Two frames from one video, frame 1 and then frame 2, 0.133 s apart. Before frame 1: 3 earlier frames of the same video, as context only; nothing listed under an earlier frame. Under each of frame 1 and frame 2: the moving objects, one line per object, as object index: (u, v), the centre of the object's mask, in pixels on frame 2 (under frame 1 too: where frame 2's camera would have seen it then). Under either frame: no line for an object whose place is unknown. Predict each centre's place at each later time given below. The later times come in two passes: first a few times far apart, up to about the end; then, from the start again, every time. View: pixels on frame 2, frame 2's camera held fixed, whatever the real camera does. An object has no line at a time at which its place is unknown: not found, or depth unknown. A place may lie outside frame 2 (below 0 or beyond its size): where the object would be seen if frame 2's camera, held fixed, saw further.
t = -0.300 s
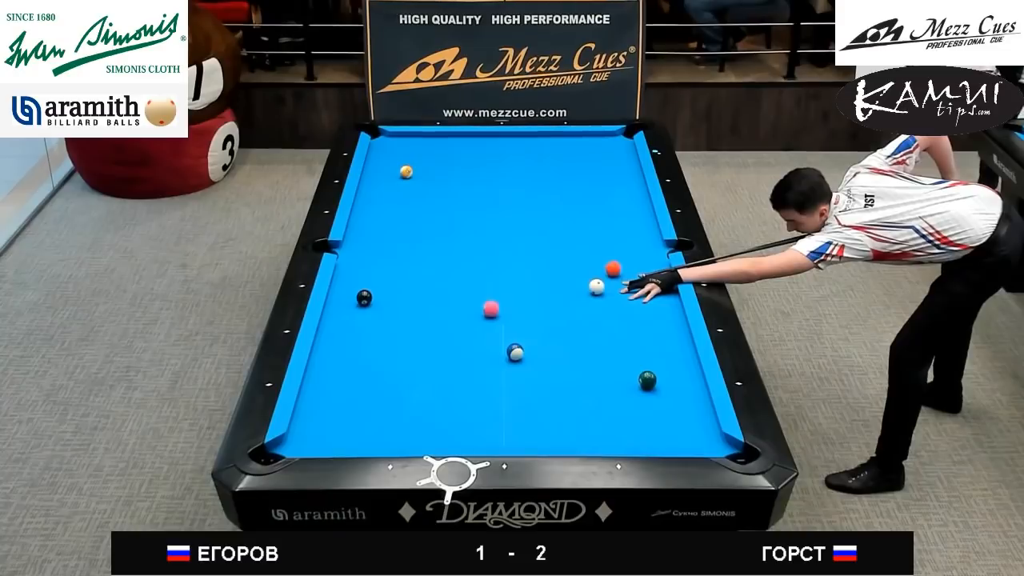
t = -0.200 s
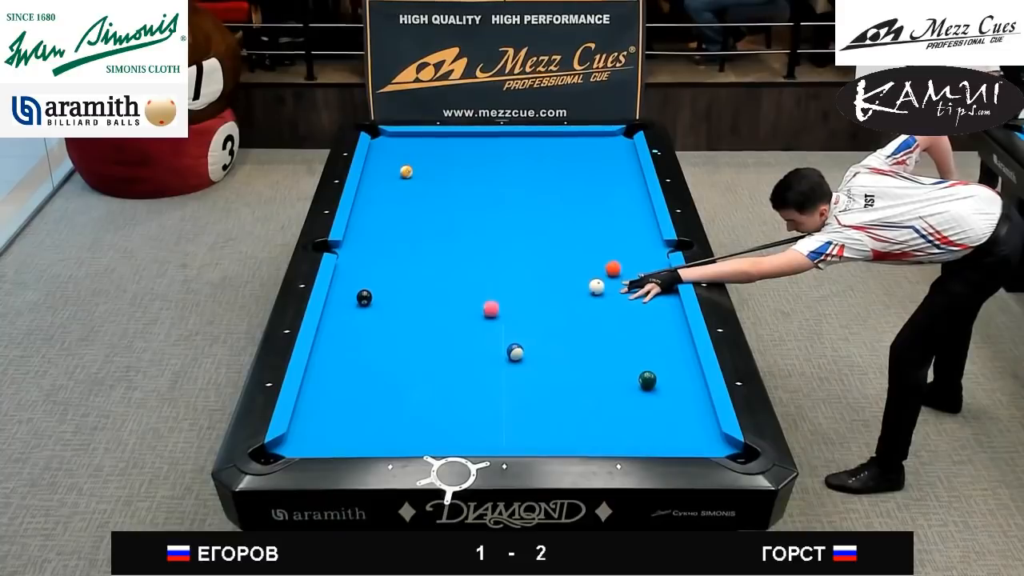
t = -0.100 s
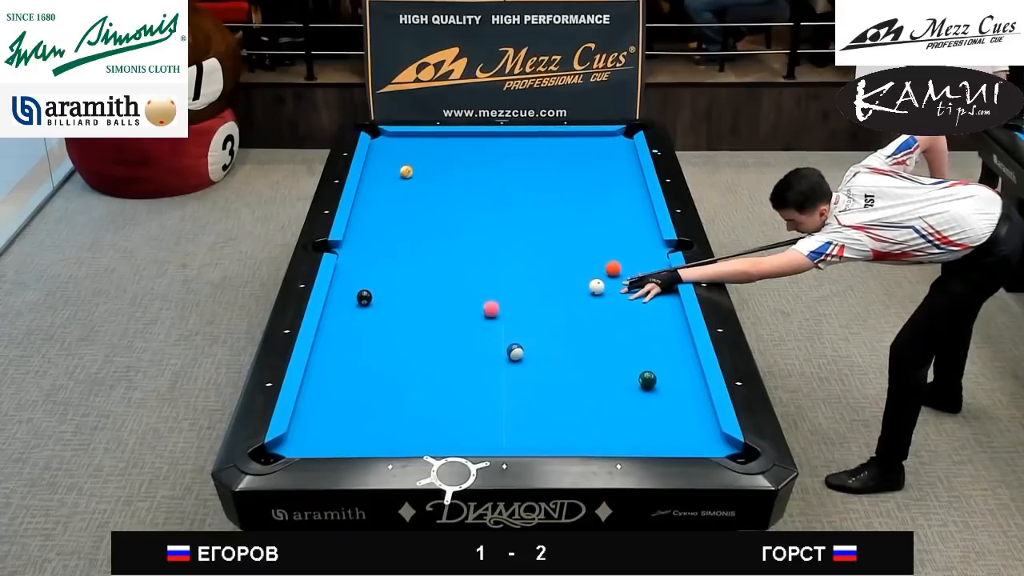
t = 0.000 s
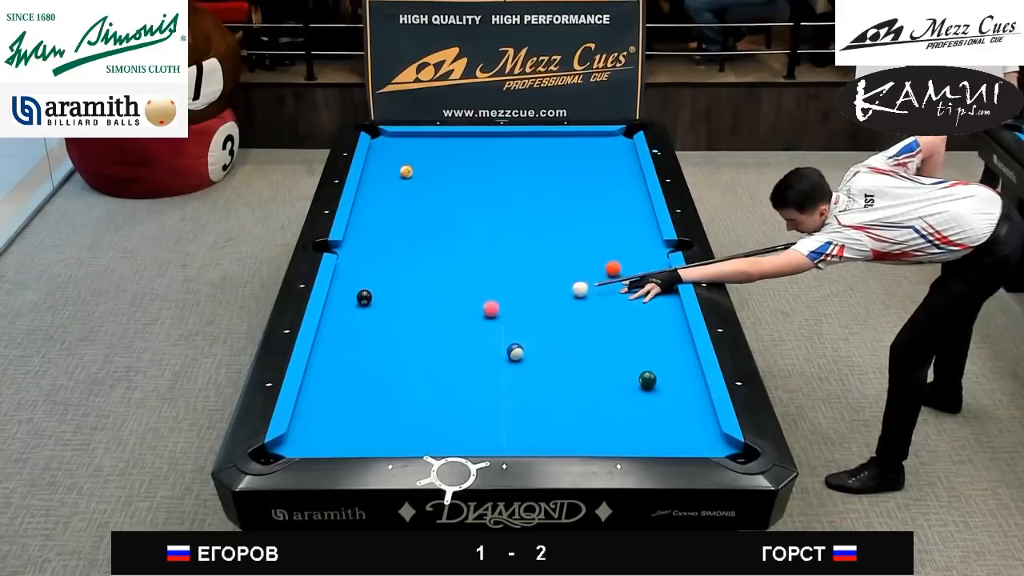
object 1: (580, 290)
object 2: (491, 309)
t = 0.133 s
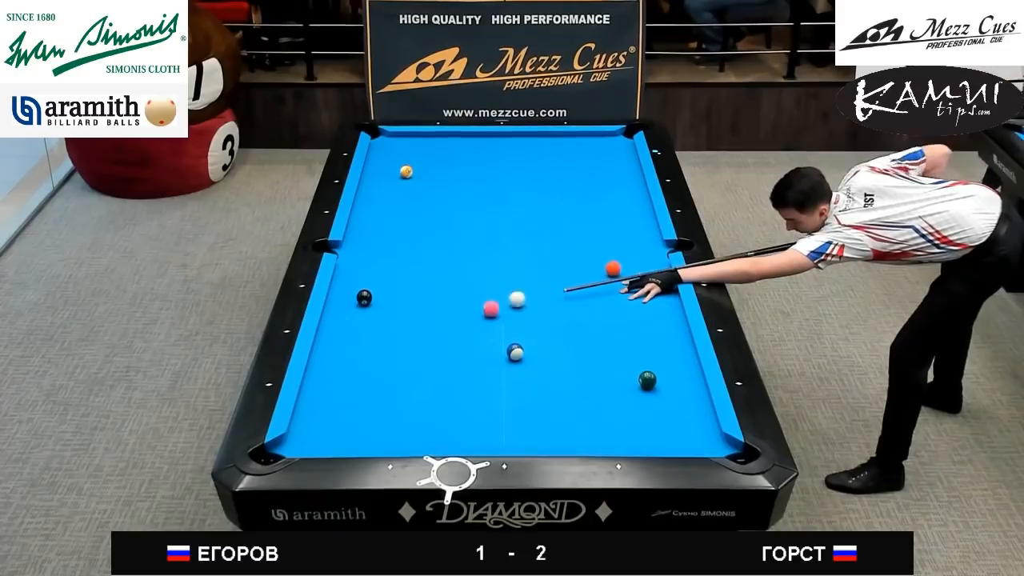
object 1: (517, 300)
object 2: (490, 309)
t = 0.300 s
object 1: (465, 295)
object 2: (467, 327)
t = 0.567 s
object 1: (390, 286)
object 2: (425, 357)
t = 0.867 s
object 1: (358, 277)
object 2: (376, 393)
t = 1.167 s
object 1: (407, 270)
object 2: (322, 431)
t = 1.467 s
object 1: (453, 264)
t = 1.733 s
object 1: (490, 259)
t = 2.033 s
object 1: (531, 253)
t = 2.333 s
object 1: (568, 248)
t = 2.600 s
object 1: (599, 243)
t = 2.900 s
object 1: (633, 239)
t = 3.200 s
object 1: (650, 236)
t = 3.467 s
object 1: (634, 234)
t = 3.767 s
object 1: (618, 232)
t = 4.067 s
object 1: (604, 230)
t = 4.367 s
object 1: (592, 229)
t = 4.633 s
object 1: (583, 227)
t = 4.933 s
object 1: (574, 226)
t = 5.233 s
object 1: (567, 225)
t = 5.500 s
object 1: (563, 225)
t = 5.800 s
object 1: (559, 224)
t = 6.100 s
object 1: (557, 224)
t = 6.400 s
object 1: (556, 224)
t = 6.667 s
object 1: (556, 224)
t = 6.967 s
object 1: (556, 224)
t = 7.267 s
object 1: (556, 224)
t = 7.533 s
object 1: (556, 224)
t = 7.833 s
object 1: (556, 224)
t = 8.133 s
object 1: (556, 224)
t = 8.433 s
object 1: (556, 224)
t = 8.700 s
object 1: (556, 224)
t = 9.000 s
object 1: (556, 224)
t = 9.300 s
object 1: (556, 224)
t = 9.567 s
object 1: (556, 224)
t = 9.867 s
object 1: (556, 224)
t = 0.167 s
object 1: (503, 302)
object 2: (490, 309)
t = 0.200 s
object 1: (493, 299)
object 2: (485, 313)
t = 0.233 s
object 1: (484, 298)
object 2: (479, 318)
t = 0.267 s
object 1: (474, 297)
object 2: (472, 323)
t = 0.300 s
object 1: (465, 295)
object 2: (467, 327)
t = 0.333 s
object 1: (456, 294)
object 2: (461, 331)
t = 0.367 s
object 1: (446, 293)
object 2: (456, 335)
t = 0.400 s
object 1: (437, 292)
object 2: (451, 338)
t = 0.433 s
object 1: (427, 290)
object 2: (446, 342)
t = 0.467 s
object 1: (417, 289)
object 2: (441, 346)
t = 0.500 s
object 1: (408, 288)
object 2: (436, 349)
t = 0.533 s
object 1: (399, 287)
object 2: (430, 353)
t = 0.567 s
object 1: (390, 286)
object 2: (425, 357)
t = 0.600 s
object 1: (381, 285)
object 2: (420, 361)
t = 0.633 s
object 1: (371, 283)
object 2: (414, 365)
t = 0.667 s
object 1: (362, 282)
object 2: (409, 369)
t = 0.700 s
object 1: (353, 282)
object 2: (404, 372)
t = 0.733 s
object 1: (344, 281)
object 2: (398, 376)
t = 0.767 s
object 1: (339, 279)
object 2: (392, 381)
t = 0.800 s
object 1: (346, 278)
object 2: (387, 385)
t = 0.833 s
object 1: (353, 277)
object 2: (381, 388)
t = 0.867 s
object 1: (358, 277)
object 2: (376, 393)
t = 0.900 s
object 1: (364, 276)
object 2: (370, 397)
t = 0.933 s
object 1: (370, 275)
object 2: (364, 401)
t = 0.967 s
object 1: (375, 275)
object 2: (358, 405)
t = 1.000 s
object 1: (380, 274)
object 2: (352, 410)
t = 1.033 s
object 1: (386, 273)
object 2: (346, 414)
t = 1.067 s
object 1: (391, 272)
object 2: (340, 418)
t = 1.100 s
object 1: (397, 272)
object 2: (334, 422)
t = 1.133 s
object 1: (402, 271)
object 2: (328, 427)
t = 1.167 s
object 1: (407, 270)
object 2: (322, 431)
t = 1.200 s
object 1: (412, 269)
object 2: (316, 436)
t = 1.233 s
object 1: (418, 268)
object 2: (309, 439)
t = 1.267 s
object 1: (422, 268)
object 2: (303, 442)
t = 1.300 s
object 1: (428, 267)
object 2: (297, 446)
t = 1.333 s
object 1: (433, 266)
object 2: (289, 449)
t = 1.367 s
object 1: (438, 266)
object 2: (282, 454)
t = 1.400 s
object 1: (443, 265)
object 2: (275, 460)
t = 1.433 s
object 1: (448, 264)
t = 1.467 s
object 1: (453, 264)
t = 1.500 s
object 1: (458, 263)
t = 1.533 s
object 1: (462, 262)
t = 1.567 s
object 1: (467, 262)
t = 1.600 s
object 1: (472, 261)
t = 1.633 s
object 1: (477, 260)
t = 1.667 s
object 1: (481, 260)
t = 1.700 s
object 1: (486, 259)
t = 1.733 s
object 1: (490, 259)
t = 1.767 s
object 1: (495, 258)
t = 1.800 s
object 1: (500, 257)
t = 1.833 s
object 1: (504, 256)
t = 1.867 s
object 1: (509, 256)
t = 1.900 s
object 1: (513, 255)
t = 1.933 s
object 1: (518, 255)
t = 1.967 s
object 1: (522, 254)
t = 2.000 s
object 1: (526, 253)
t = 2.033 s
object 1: (531, 253)
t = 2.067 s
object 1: (535, 252)
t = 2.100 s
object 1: (539, 252)
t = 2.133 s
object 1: (543, 251)
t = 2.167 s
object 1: (548, 251)
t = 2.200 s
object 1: (552, 250)
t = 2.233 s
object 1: (556, 249)
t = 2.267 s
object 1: (560, 249)
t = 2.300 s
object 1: (564, 248)
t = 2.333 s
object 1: (568, 248)
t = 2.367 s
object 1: (572, 247)
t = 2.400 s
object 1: (576, 246)
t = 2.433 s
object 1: (580, 246)
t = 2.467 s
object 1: (584, 245)
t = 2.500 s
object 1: (588, 245)
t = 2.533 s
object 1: (592, 244)
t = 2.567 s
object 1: (596, 244)
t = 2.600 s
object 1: (599, 243)
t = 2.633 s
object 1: (603, 243)
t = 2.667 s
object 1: (607, 242)
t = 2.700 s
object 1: (611, 242)
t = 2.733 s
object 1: (615, 241)
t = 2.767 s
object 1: (618, 241)
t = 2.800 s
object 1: (622, 240)
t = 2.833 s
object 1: (625, 240)
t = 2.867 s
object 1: (629, 240)
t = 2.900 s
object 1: (633, 239)
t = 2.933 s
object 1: (636, 239)
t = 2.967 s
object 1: (640, 238)
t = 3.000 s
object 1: (643, 238)
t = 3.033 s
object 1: (647, 237)
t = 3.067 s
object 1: (650, 237)
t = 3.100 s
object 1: (653, 236)
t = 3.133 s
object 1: (654, 236)
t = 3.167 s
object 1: (652, 236)
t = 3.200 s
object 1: (650, 236)
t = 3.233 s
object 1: (648, 236)
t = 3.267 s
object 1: (646, 235)
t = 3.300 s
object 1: (644, 235)
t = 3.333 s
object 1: (642, 235)
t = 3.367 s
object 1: (640, 235)
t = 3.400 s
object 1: (638, 234)
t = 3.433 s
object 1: (636, 234)
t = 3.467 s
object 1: (634, 234)
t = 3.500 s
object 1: (632, 233)
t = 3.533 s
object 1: (631, 233)
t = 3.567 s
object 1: (629, 233)
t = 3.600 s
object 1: (627, 233)
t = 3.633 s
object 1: (625, 233)
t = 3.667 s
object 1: (623, 233)
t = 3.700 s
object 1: (621, 233)
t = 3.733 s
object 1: (620, 232)
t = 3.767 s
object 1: (618, 232)
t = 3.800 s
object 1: (617, 232)
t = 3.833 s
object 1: (615, 232)
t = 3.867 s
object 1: (613, 231)
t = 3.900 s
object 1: (612, 231)
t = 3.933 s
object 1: (610, 231)
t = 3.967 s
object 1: (609, 231)
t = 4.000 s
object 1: (607, 230)
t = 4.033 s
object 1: (606, 230)
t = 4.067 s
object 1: (604, 230)
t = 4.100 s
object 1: (603, 230)
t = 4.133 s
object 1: (602, 230)
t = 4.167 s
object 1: (600, 230)
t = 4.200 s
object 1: (599, 229)
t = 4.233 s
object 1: (597, 229)
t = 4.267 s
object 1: (596, 229)
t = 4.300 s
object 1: (595, 229)
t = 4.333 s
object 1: (594, 229)
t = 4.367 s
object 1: (592, 229)
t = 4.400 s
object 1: (591, 228)
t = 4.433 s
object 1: (590, 229)
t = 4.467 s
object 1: (589, 228)
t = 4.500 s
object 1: (587, 228)
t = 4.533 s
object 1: (586, 228)
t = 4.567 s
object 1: (585, 228)
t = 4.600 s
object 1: (584, 228)
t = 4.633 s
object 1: (583, 227)
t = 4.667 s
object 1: (582, 228)
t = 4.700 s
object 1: (581, 227)
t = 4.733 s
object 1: (580, 227)
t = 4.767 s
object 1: (579, 227)
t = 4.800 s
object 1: (578, 227)
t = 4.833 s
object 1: (577, 227)
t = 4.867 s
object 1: (576, 226)
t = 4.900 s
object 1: (575, 226)
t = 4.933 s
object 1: (574, 226)
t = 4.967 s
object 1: (573, 226)
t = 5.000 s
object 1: (572, 226)
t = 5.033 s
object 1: (572, 226)
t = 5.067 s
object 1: (571, 226)
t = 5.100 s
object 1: (570, 226)
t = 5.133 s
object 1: (569, 226)
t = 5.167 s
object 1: (569, 226)
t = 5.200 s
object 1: (568, 225)
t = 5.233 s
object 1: (567, 225)
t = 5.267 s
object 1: (567, 225)
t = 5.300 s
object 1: (566, 225)
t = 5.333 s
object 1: (565, 225)
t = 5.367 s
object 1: (565, 225)
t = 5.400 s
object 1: (564, 225)
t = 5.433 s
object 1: (564, 225)
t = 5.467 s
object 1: (564, 225)
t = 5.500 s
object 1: (563, 225)
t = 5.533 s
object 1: (562, 225)
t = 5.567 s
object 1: (562, 225)
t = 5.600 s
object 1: (561, 225)
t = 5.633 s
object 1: (561, 225)
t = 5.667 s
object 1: (561, 225)
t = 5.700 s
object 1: (560, 224)
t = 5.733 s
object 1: (560, 224)
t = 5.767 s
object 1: (559, 224)
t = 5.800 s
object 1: (559, 224)
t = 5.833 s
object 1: (559, 224)
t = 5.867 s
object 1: (559, 224)
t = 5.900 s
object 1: (558, 224)
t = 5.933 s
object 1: (558, 224)
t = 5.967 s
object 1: (558, 224)
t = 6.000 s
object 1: (558, 224)
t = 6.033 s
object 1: (557, 224)
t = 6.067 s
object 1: (557, 224)
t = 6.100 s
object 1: (557, 224)
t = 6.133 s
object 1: (557, 224)
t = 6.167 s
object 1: (557, 224)
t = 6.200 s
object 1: (556, 224)
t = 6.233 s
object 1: (556, 224)
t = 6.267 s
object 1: (556, 224)
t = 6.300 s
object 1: (556, 224)
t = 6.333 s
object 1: (556, 224)
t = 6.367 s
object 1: (556, 224)
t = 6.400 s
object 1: (556, 224)
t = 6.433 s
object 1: (556, 224)
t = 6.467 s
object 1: (556, 224)
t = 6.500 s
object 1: (556, 224)
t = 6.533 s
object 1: (556, 224)
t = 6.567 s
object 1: (556, 224)
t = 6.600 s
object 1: (556, 224)
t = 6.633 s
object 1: (556, 224)
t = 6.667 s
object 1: (556, 224)
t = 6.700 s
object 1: (556, 224)
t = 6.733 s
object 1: (556, 224)
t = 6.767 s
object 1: (556, 224)
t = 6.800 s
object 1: (556, 224)
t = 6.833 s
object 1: (556, 224)
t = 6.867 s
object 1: (556, 224)
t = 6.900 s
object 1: (556, 224)
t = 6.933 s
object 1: (556, 224)
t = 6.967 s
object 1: (556, 224)
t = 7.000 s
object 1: (556, 224)
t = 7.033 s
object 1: (556, 224)
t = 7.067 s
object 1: (556, 224)
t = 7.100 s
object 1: (556, 224)
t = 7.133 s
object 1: (556, 224)
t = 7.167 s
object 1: (556, 224)
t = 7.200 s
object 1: (556, 224)
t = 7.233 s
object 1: (556, 224)
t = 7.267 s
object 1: (556, 224)
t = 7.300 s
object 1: (556, 224)
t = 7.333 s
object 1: (556, 224)
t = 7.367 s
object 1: (556, 224)
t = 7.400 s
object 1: (556, 224)
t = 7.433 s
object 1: (556, 224)
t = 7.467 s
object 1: (556, 224)
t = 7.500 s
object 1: (556, 224)
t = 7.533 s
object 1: (556, 224)
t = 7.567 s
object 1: (556, 224)
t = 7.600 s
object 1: (556, 224)
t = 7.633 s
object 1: (556, 224)
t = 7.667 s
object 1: (556, 224)
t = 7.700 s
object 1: (556, 224)
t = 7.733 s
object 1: (556, 224)
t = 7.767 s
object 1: (556, 224)
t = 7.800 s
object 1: (556, 224)
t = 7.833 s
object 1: (556, 224)
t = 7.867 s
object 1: (556, 224)
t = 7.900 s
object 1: (556, 224)
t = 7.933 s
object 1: (556, 224)
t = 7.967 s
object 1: (556, 224)
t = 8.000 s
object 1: (556, 224)
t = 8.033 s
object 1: (556, 224)
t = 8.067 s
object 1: (556, 224)
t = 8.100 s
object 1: (556, 224)
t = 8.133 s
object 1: (556, 224)
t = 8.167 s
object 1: (556, 224)
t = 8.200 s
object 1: (556, 224)
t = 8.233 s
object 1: (556, 224)
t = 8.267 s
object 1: (556, 224)
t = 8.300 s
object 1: (556, 224)
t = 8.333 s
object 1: (556, 224)
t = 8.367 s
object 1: (556, 224)
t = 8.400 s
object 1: (556, 224)
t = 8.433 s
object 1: (556, 224)
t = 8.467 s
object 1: (556, 224)
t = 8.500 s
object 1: (556, 224)
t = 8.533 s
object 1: (556, 224)
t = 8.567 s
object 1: (556, 224)
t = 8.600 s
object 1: (556, 224)
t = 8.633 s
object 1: (556, 224)
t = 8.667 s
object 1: (556, 224)
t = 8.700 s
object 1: (556, 224)
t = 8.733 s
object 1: (556, 224)
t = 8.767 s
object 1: (556, 224)
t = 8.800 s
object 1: (556, 224)
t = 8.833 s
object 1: (556, 224)
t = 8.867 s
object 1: (556, 224)
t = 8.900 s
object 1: (556, 224)
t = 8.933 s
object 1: (556, 224)
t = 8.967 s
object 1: (556, 224)
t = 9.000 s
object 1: (556, 224)
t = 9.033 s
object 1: (556, 224)
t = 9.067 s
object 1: (556, 224)
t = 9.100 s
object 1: (556, 224)
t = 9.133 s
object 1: (556, 224)
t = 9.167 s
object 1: (556, 224)
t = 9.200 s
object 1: (556, 224)
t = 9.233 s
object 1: (556, 224)
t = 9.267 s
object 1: (556, 224)
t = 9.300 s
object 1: (556, 224)
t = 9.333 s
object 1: (556, 224)
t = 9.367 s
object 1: (556, 224)
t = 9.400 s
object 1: (556, 224)
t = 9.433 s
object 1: (556, 224)
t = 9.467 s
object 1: (556, 224)
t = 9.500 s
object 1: (556, 224)
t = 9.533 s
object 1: (556, 224)
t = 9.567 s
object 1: (556, 224)
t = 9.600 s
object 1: (556, 224)
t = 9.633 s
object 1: (556, 224)
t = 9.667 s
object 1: (556, 224)
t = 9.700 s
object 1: (556, 224)
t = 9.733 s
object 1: (556, 224)
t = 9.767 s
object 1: (556, 224)
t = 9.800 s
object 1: (556, 224)
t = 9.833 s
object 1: (556, 224)
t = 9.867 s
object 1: (556, 224)
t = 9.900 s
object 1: (556, 224)
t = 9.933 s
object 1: (556, 224)
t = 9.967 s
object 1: (556, 224)
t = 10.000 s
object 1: (556, 224)
